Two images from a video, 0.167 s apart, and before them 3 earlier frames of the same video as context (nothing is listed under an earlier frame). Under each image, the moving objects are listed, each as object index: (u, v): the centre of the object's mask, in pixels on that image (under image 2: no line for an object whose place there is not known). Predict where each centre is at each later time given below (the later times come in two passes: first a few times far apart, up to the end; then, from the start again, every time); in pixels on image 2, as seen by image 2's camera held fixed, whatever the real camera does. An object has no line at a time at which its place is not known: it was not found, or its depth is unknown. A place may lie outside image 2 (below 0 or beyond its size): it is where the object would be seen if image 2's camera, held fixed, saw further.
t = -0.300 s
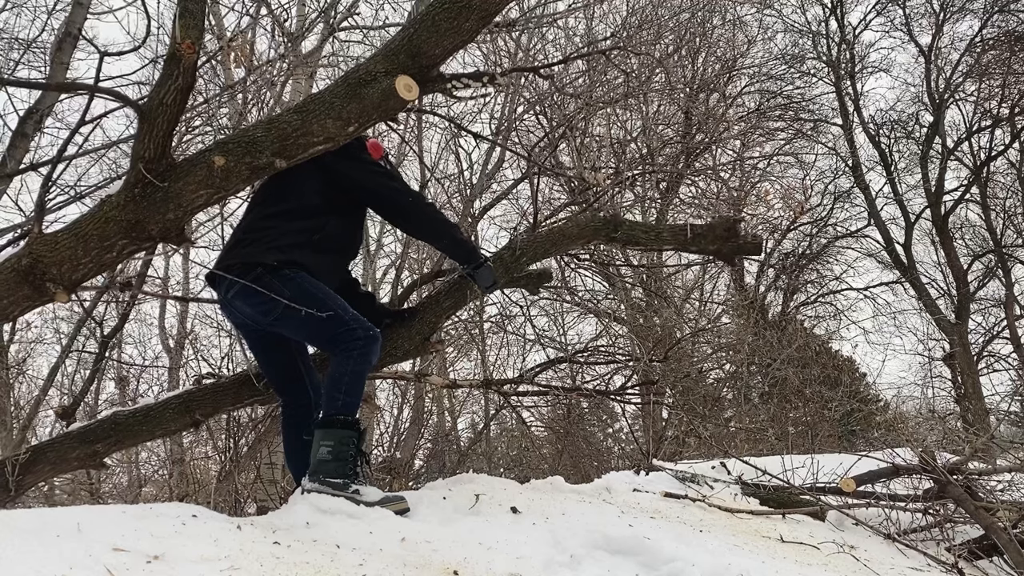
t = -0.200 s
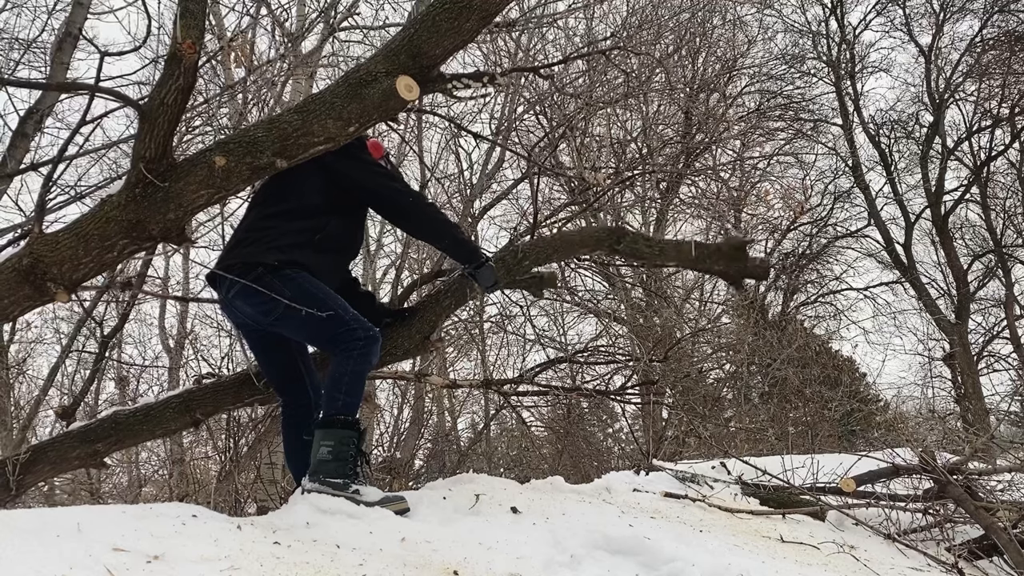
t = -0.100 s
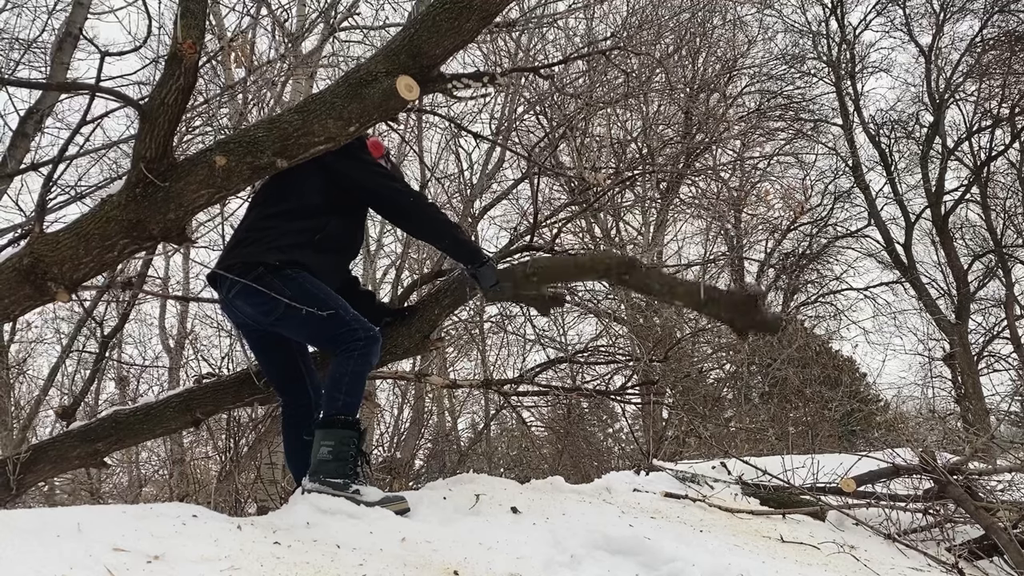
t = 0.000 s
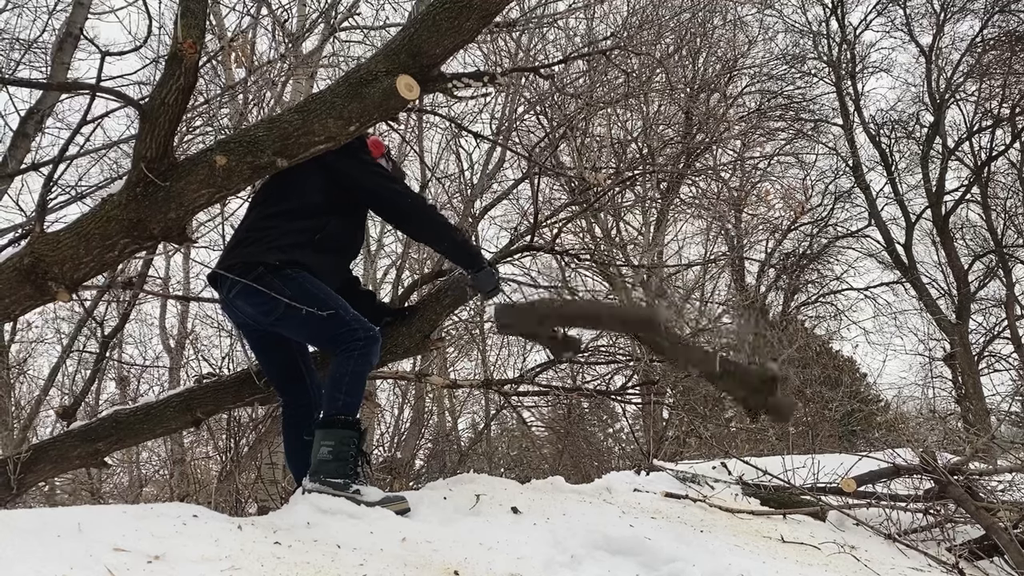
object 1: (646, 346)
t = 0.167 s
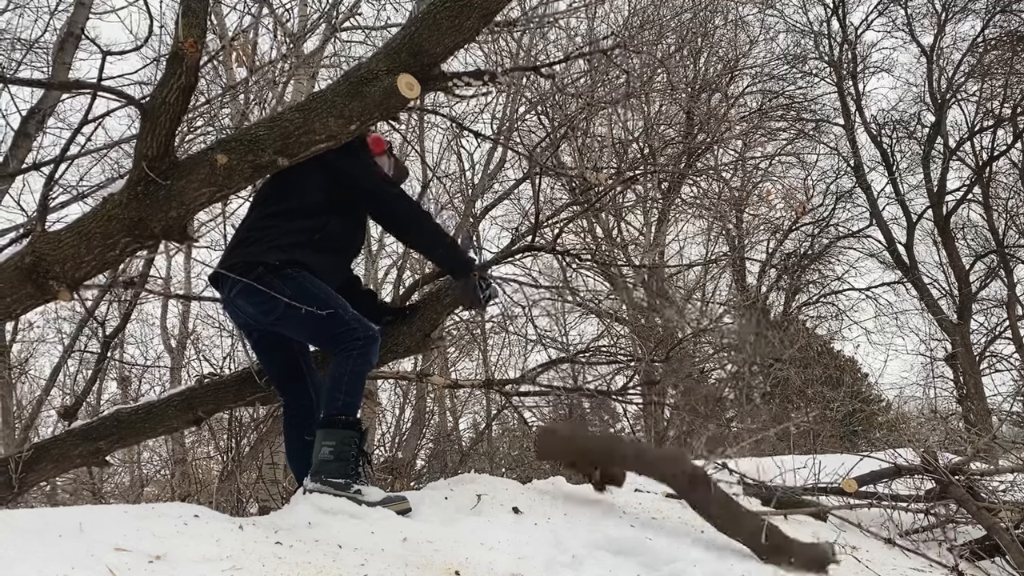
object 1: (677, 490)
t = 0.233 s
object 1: (705, 525)
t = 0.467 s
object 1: (695, 533)
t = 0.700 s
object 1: (697, 535)
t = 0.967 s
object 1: (695, 534)
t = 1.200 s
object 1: (693, 534)
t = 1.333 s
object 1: (693, 534)
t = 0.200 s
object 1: (691, 510)
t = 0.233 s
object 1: (705, 525)
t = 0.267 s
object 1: (690, 527)
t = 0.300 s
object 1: (688, 529)
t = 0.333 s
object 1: (692, 530)
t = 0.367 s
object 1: (698, 534)
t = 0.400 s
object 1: (698, 534)
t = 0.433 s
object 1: (697, 534)
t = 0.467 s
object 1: (695, 533)
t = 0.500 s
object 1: (694, 533)
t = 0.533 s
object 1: (696, 534)
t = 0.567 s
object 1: (696, 534)
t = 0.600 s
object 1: (696, 534)
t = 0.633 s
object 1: (696, 534)
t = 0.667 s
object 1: (696, 535)
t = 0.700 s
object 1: (697, 535)
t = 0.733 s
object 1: (696, 534)
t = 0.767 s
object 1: (696, 534)
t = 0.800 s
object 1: (695, 534)
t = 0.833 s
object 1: (695, 534)
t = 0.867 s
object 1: (695, 534)
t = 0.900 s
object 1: (695, 534)
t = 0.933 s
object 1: (694, 534)
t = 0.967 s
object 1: (695, 534)
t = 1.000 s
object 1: (694, 534)
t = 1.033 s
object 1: (694, 534)
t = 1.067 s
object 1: (693, 534)
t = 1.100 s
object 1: (693, 534)
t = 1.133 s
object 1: (693, 534)
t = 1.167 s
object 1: (693, 534)
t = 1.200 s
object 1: (693, 534)
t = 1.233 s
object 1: (693, 534)
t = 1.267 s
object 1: (693, 534)
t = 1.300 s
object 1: (693, 534)
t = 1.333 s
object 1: (693, 534)
